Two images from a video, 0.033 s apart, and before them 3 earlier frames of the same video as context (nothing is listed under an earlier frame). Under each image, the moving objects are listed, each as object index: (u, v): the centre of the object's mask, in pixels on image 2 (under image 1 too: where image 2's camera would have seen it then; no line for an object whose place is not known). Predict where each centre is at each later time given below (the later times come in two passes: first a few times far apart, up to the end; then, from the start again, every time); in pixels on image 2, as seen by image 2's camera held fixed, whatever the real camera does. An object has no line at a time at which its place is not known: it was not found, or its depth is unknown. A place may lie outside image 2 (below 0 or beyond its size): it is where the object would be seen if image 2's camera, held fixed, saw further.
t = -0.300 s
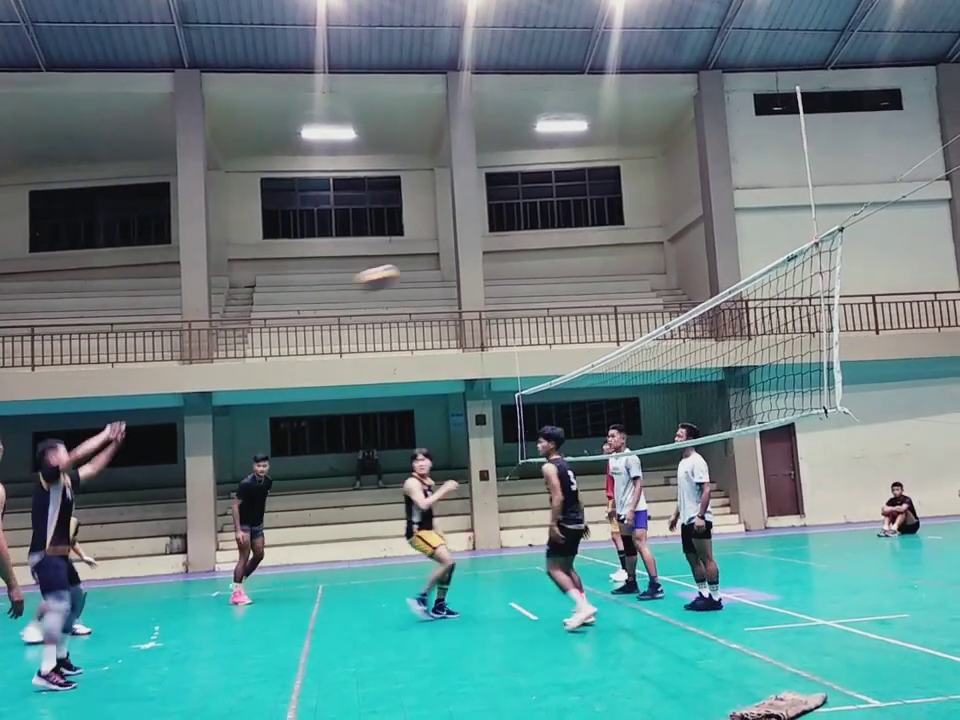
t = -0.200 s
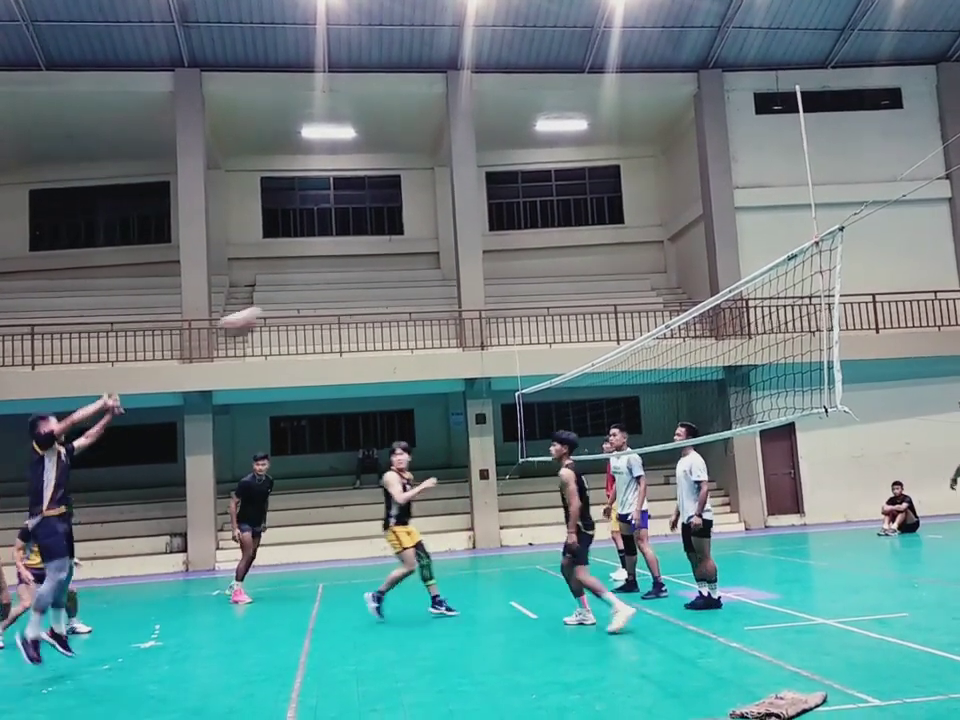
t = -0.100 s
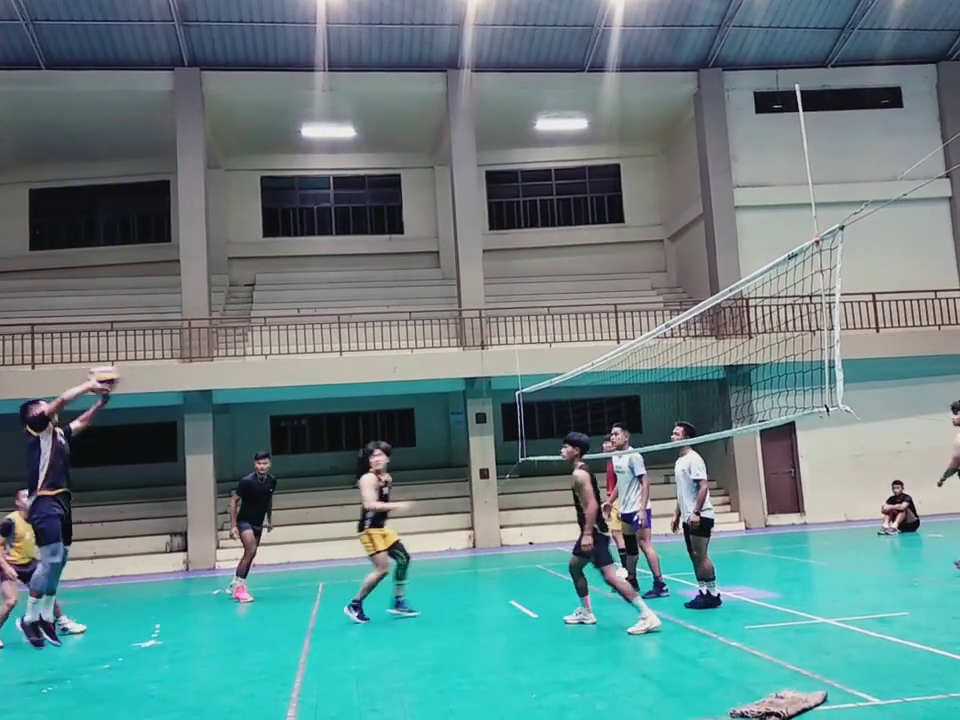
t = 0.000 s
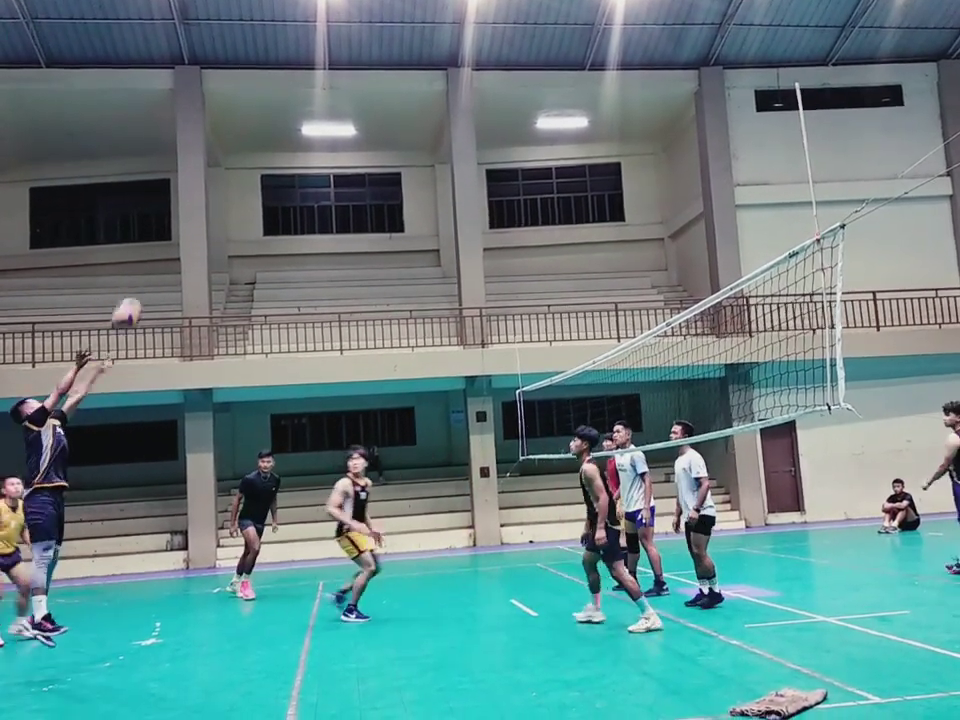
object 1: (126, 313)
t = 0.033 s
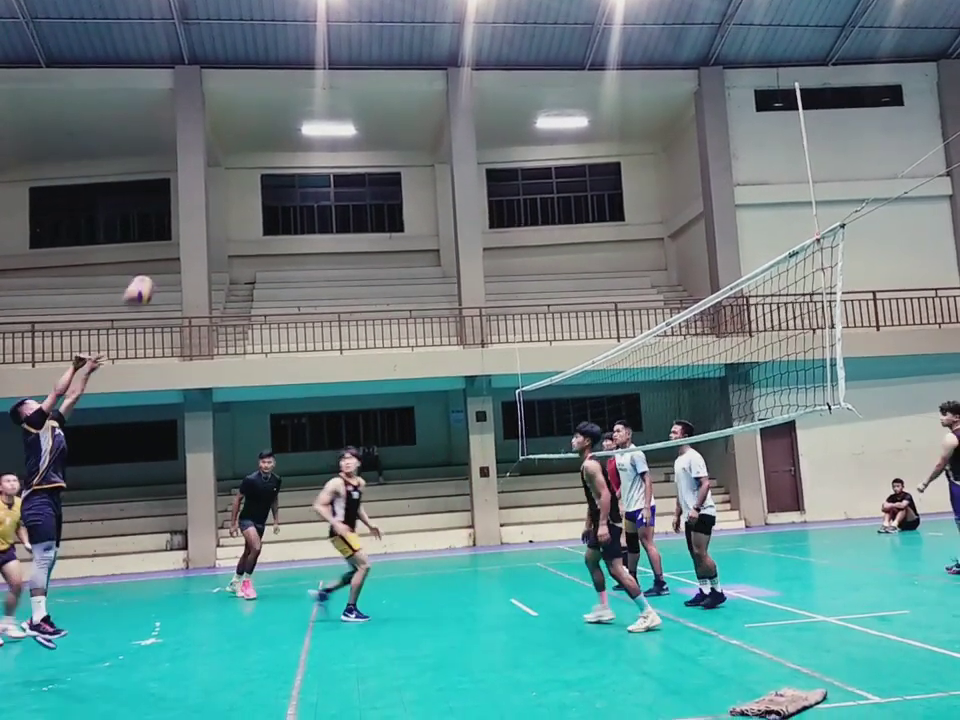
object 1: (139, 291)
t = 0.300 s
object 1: (235, 167)
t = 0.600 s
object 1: (339, 129)
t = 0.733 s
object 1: (384, 145)
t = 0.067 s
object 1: (151, 269)
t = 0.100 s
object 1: (164, 250)
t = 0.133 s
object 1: (176, 233)
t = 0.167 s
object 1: (188, 217)
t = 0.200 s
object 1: (200, 202)
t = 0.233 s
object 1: (212, 190)
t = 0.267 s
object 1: (223, 177)
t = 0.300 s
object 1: (235, 167)
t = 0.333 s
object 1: (246, 158)
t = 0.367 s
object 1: (258, 150)
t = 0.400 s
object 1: (270, 143)
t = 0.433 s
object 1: (281, 138)
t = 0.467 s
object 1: (290, 134)
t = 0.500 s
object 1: (301, 131)
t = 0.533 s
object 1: (314, 129)
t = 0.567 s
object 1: (327, 128)
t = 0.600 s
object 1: (339, 129)
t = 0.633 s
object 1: (350, 132)
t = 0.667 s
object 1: (362, 134)
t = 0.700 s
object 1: (372, 139)
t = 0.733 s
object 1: (384, 145)
